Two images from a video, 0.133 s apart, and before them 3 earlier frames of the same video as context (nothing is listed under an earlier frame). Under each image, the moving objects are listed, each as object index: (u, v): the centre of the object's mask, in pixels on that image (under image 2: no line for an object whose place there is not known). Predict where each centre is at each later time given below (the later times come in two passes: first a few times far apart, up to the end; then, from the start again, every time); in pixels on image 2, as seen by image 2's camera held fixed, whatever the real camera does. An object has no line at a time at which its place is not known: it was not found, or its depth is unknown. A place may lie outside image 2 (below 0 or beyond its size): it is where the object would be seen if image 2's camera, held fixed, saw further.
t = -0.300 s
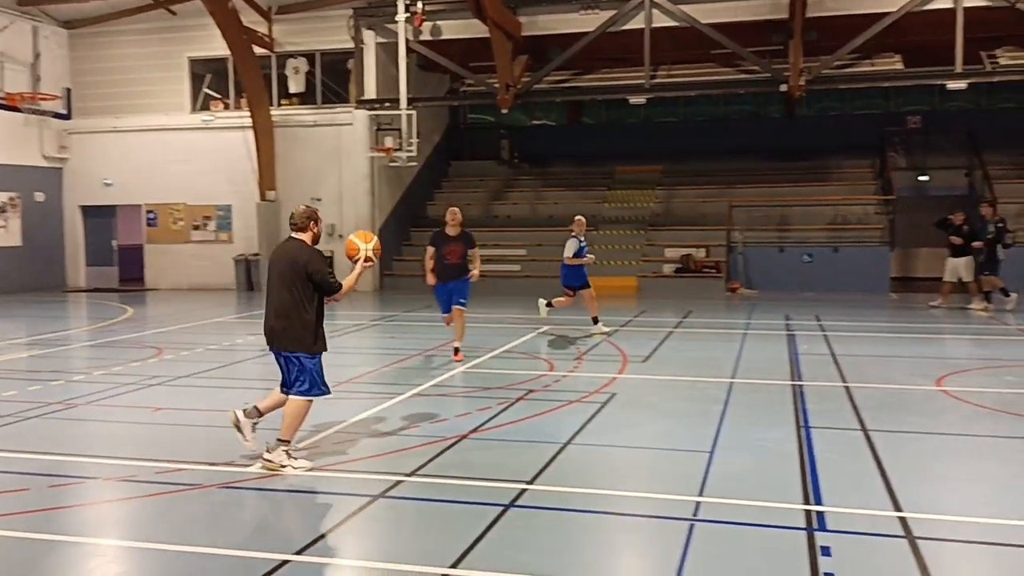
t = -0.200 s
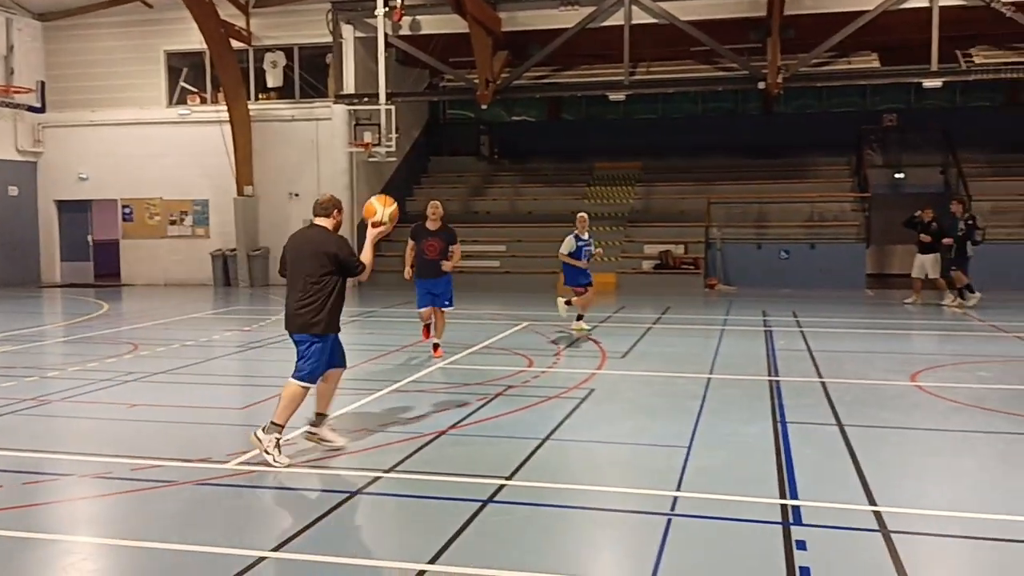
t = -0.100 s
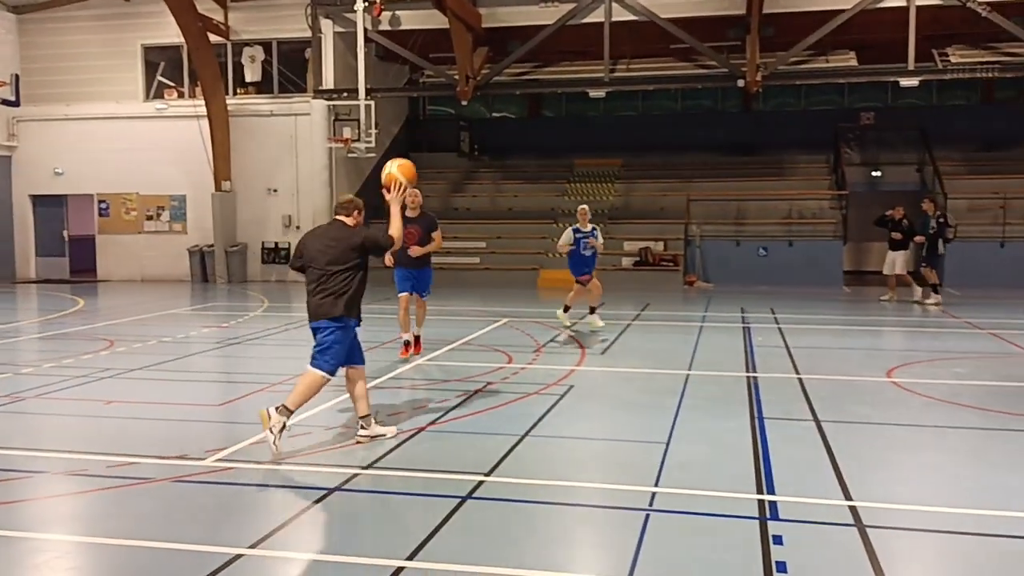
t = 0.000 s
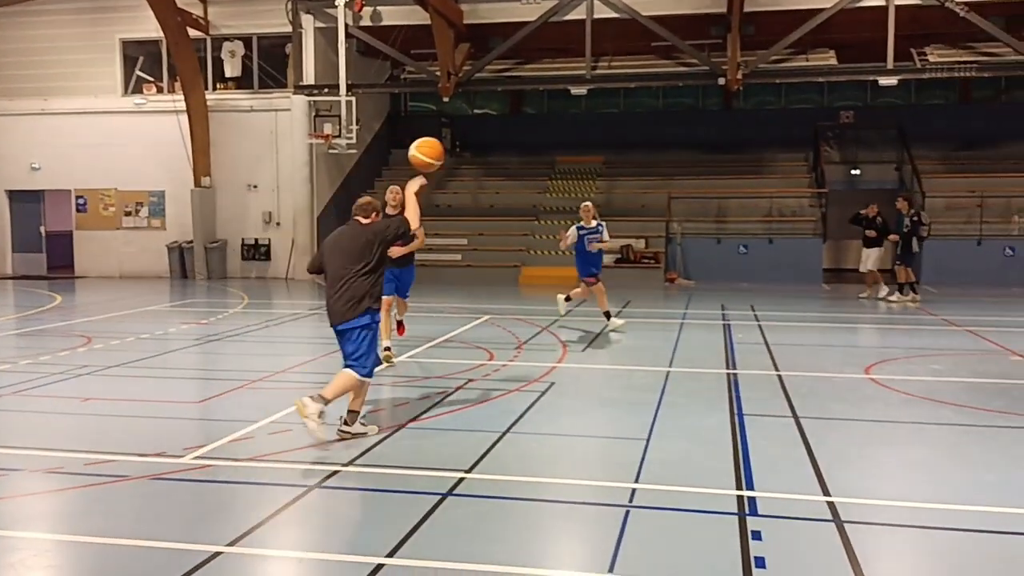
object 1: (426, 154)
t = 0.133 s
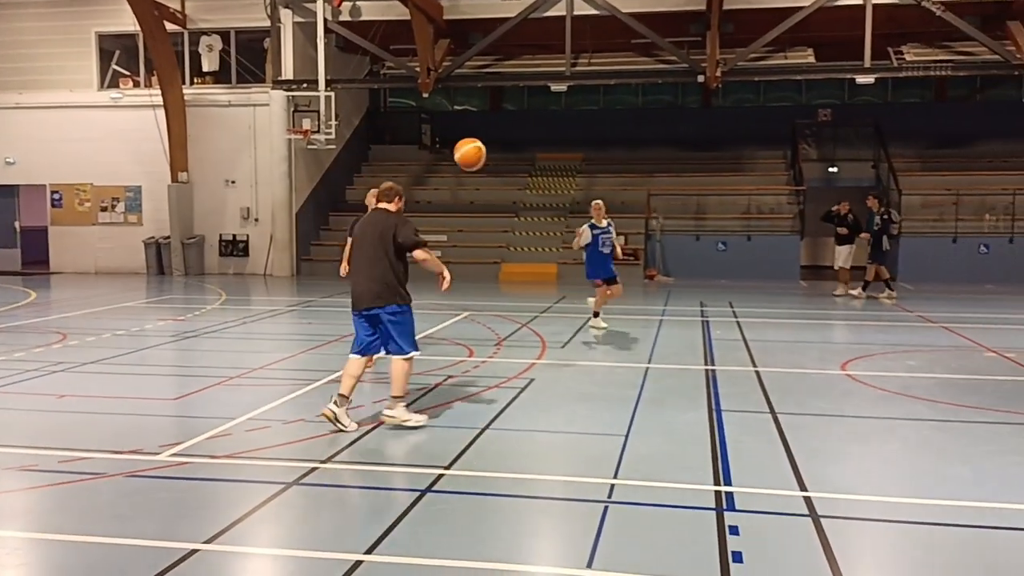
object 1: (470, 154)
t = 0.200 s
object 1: (498, 164)
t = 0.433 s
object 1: (585, 235)
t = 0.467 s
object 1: (595, 249)
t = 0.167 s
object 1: (484, 159)
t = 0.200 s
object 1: (498, 164)
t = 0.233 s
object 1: (512, 171)
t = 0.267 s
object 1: (525, 179)
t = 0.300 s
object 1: (538, 188)
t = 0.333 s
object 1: (550, 199)
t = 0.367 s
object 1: (562, 209)
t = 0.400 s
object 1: (573, 222)
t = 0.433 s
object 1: (585, 235)
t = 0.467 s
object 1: (595, 249)
